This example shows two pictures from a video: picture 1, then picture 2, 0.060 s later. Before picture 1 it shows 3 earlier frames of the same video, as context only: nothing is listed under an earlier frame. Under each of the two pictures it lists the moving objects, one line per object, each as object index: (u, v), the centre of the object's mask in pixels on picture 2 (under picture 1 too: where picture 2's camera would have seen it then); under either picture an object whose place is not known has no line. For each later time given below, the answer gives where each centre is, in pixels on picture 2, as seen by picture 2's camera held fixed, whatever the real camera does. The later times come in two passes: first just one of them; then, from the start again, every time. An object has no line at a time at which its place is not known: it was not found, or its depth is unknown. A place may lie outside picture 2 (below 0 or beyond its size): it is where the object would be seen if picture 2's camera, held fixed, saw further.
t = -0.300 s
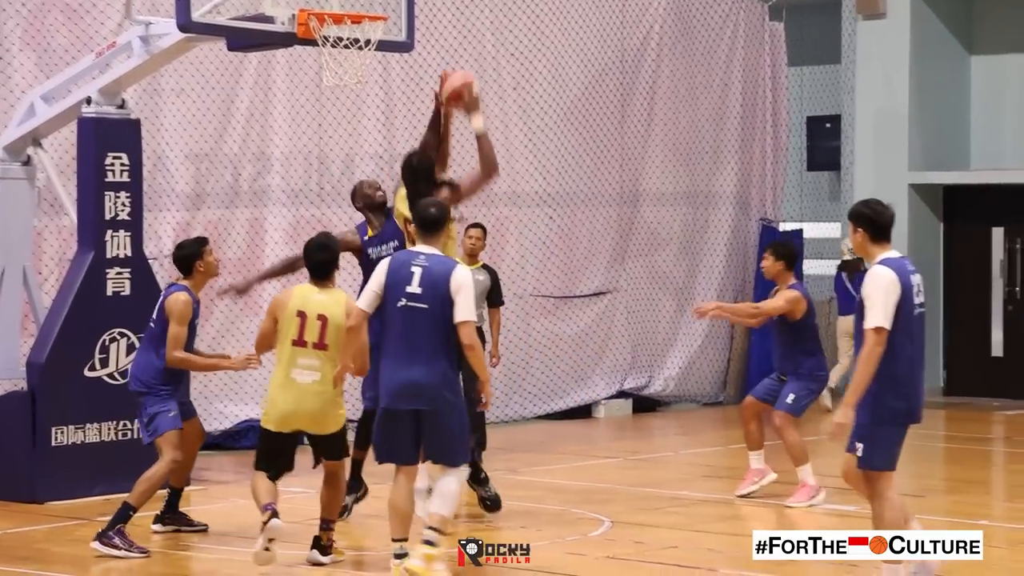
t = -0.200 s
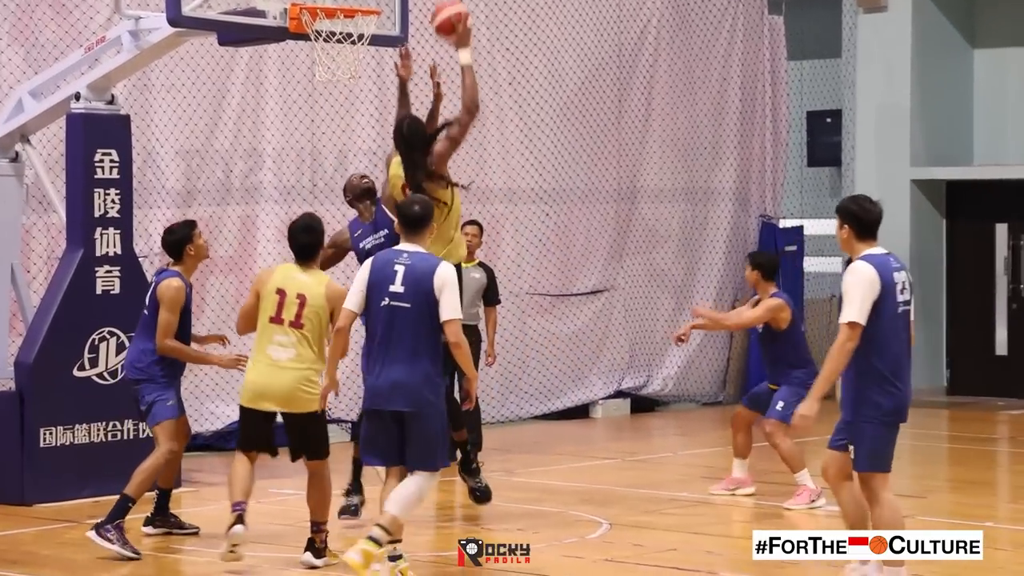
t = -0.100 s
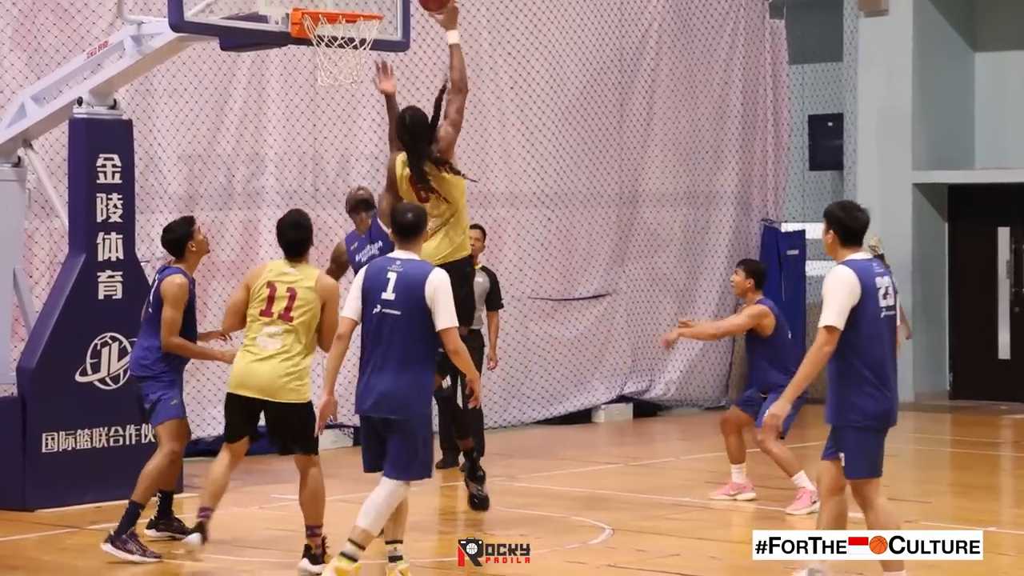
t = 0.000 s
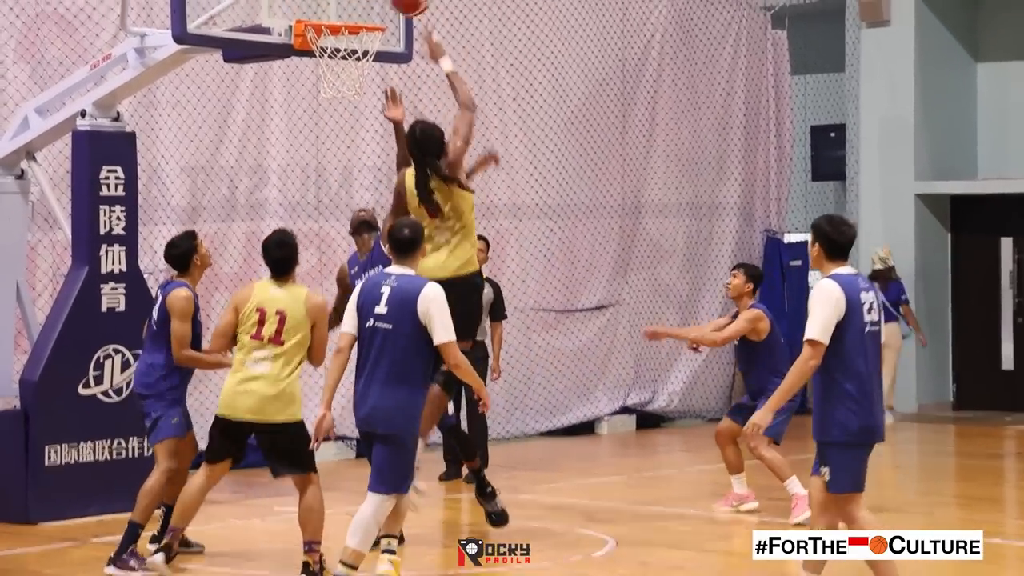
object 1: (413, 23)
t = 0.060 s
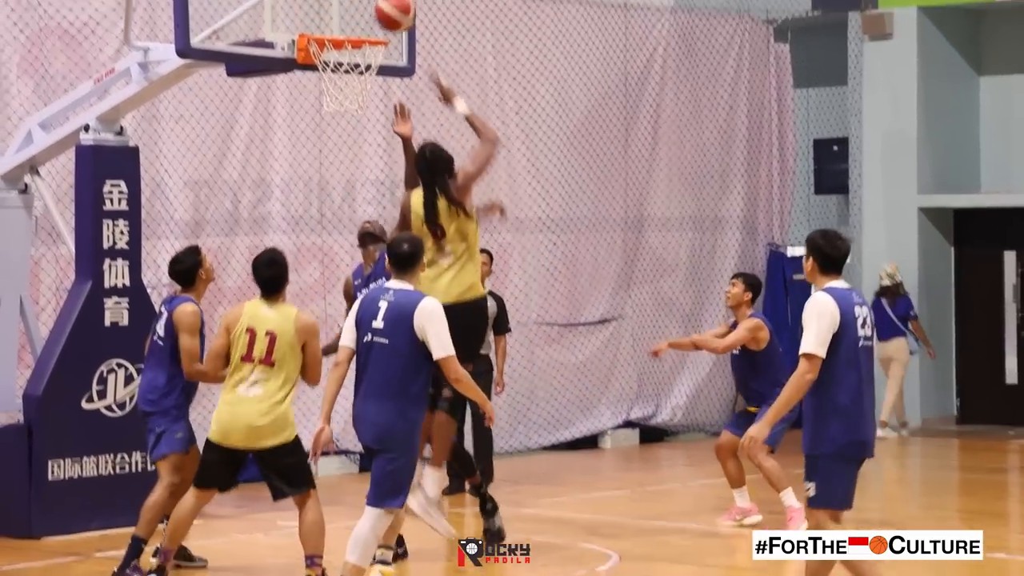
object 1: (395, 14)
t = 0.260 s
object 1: (364, 12)
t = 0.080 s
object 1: (389, 13)
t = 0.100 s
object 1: (383, 16)
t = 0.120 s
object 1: (378, 20)
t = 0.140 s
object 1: (376, 18)
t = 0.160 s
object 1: (374, 15)
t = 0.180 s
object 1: (372, 13)
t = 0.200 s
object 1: (370, 12)
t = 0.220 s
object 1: (368, 11)
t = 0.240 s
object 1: (367, 11)
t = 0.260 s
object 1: (364, 12)
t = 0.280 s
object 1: (362, 13)
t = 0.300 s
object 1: (360, 15)
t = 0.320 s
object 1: (359, 17)
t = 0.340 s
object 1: (357, 19)
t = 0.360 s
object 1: (355, 21)
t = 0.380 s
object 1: (353, 23)
